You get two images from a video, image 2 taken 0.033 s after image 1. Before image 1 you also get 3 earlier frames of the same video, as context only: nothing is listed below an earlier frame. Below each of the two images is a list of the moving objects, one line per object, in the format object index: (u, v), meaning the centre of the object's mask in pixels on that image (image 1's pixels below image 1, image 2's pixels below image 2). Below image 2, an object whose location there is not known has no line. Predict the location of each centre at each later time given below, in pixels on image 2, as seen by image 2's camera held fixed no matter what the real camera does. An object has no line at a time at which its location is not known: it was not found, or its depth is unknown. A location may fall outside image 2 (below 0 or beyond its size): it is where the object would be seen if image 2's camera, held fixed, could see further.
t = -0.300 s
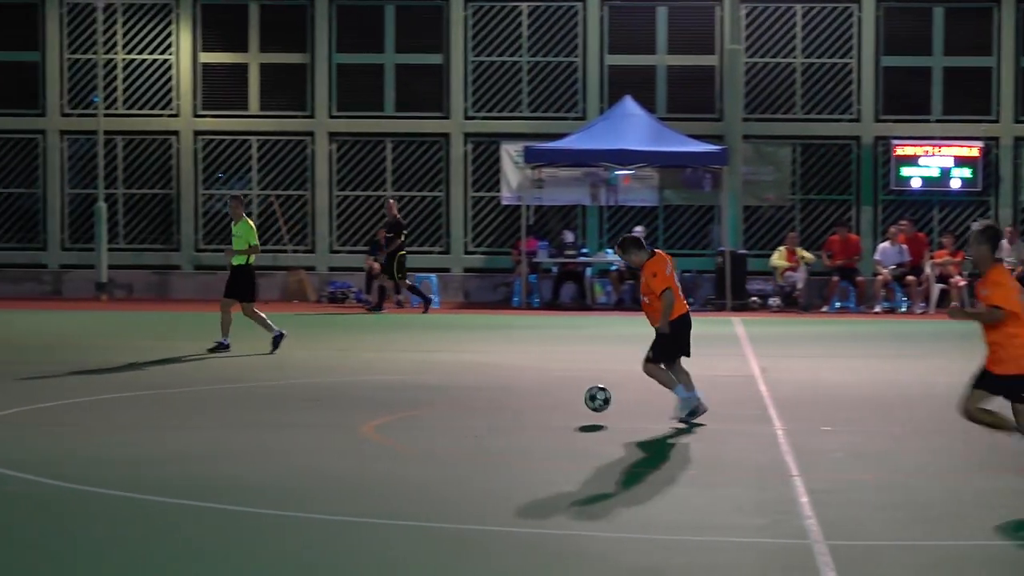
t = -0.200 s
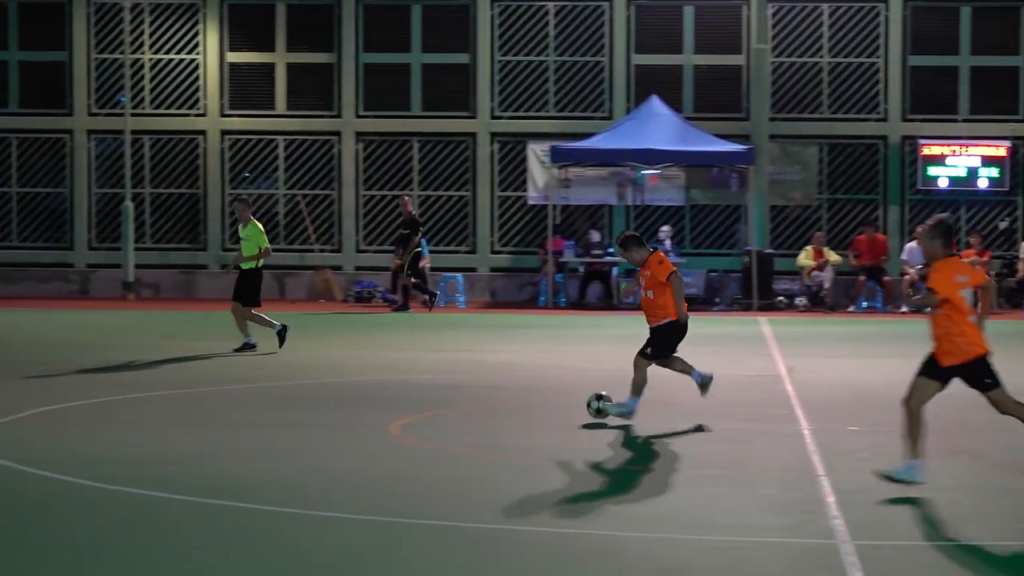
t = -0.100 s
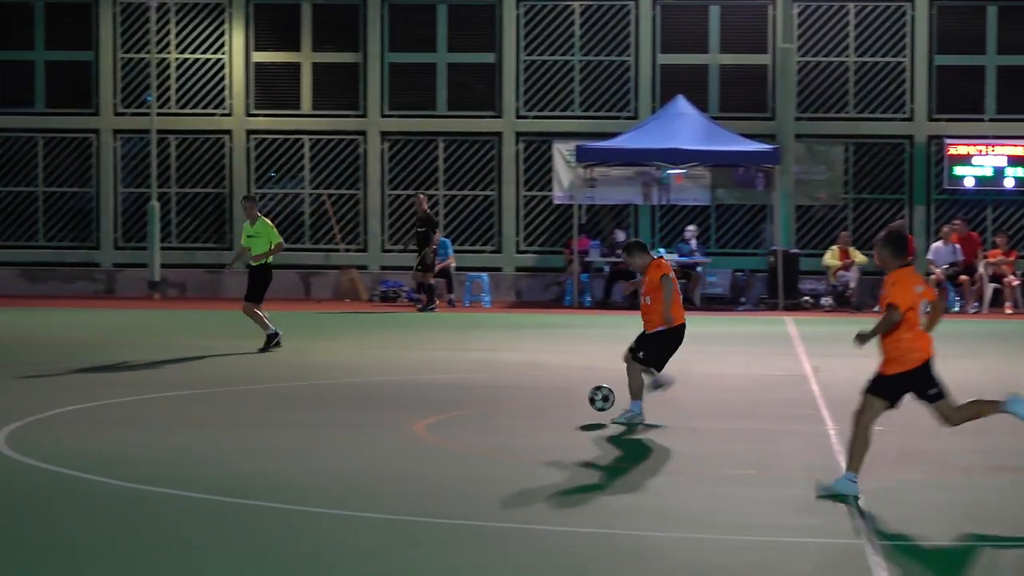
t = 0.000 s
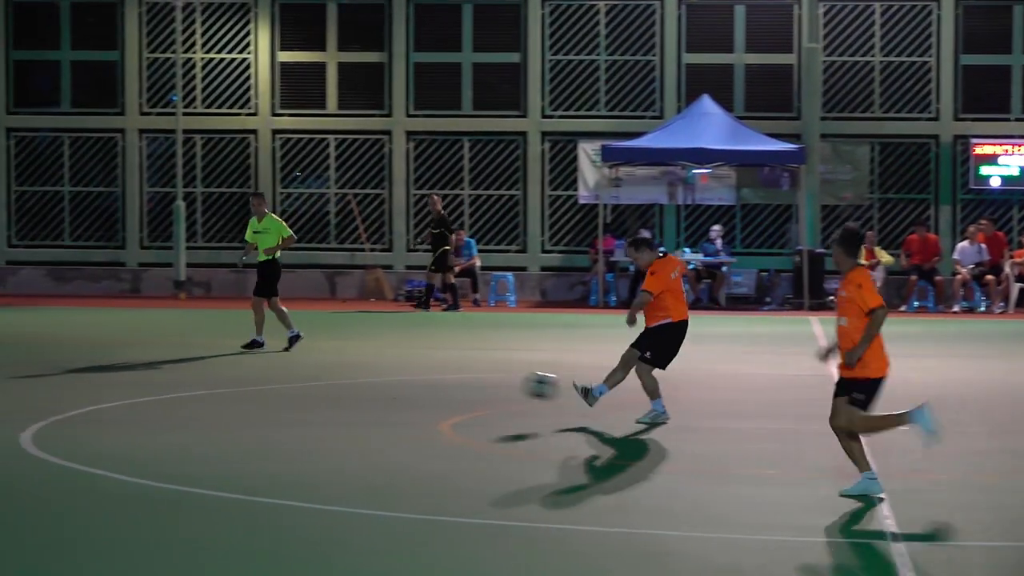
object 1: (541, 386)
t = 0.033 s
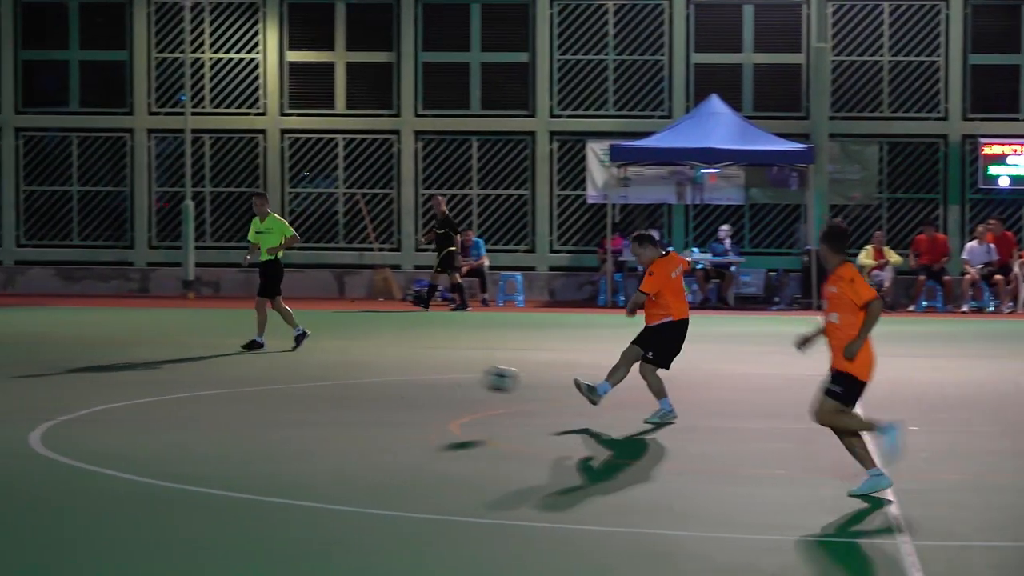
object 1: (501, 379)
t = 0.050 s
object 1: (475, 376)
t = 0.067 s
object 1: (449, 373)
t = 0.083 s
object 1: (423, 372)
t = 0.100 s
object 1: (397, 370)
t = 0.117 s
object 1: (369, 368)
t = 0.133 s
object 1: (342, 368)
